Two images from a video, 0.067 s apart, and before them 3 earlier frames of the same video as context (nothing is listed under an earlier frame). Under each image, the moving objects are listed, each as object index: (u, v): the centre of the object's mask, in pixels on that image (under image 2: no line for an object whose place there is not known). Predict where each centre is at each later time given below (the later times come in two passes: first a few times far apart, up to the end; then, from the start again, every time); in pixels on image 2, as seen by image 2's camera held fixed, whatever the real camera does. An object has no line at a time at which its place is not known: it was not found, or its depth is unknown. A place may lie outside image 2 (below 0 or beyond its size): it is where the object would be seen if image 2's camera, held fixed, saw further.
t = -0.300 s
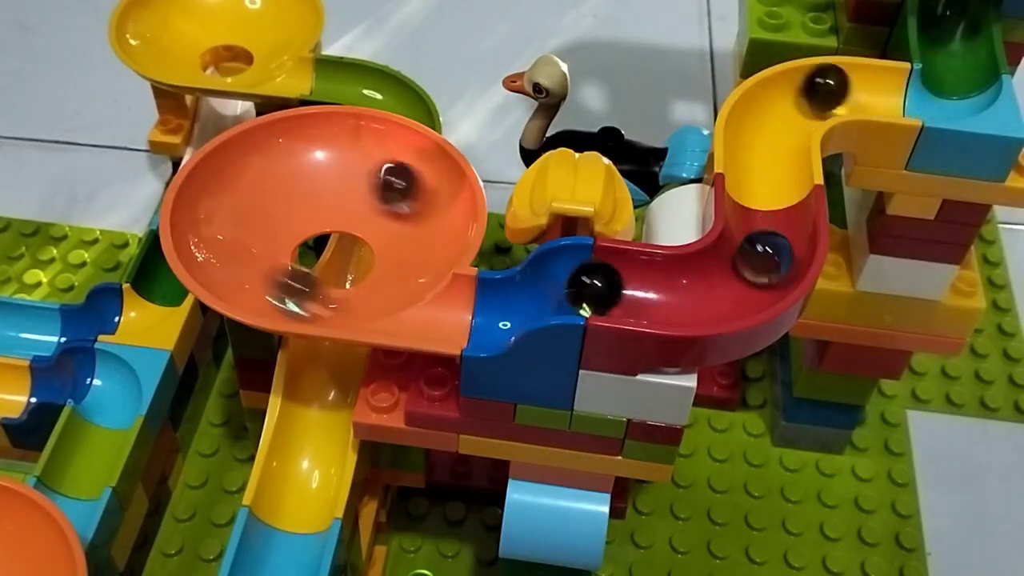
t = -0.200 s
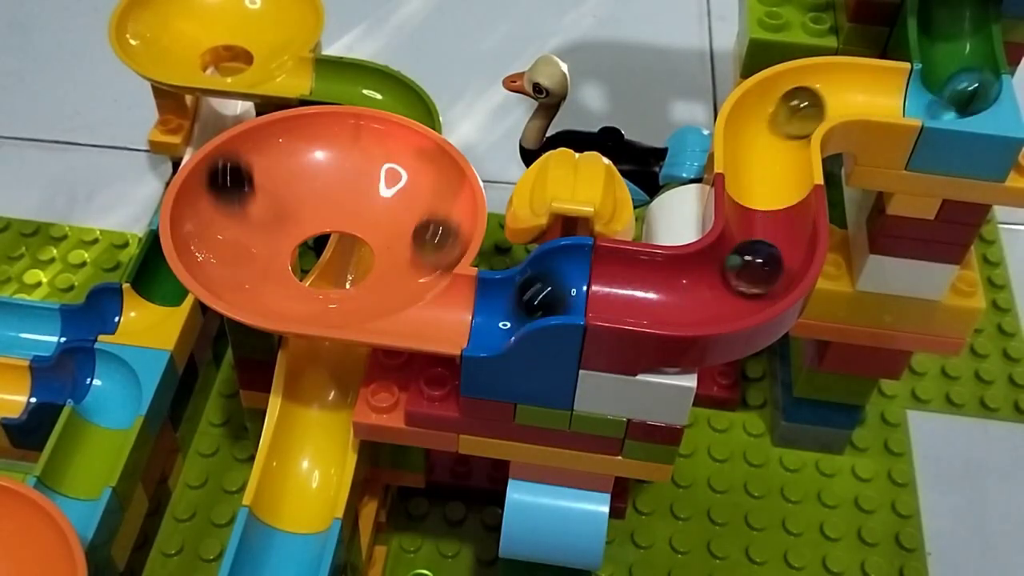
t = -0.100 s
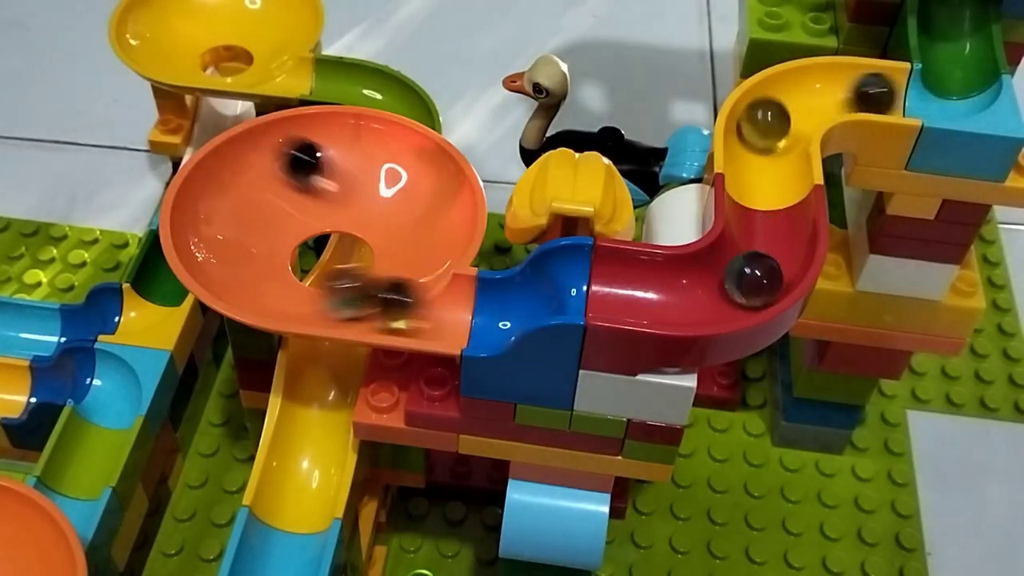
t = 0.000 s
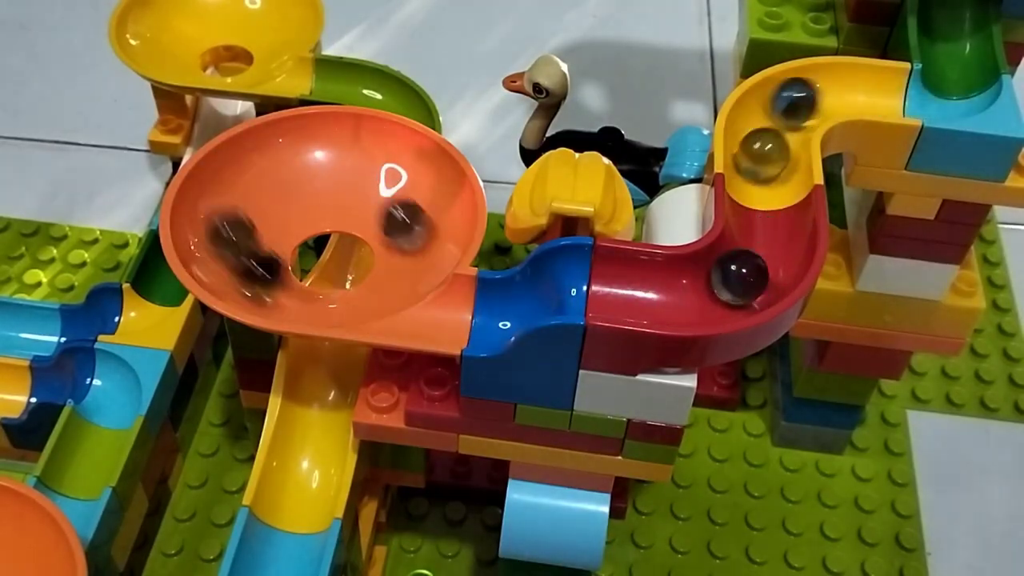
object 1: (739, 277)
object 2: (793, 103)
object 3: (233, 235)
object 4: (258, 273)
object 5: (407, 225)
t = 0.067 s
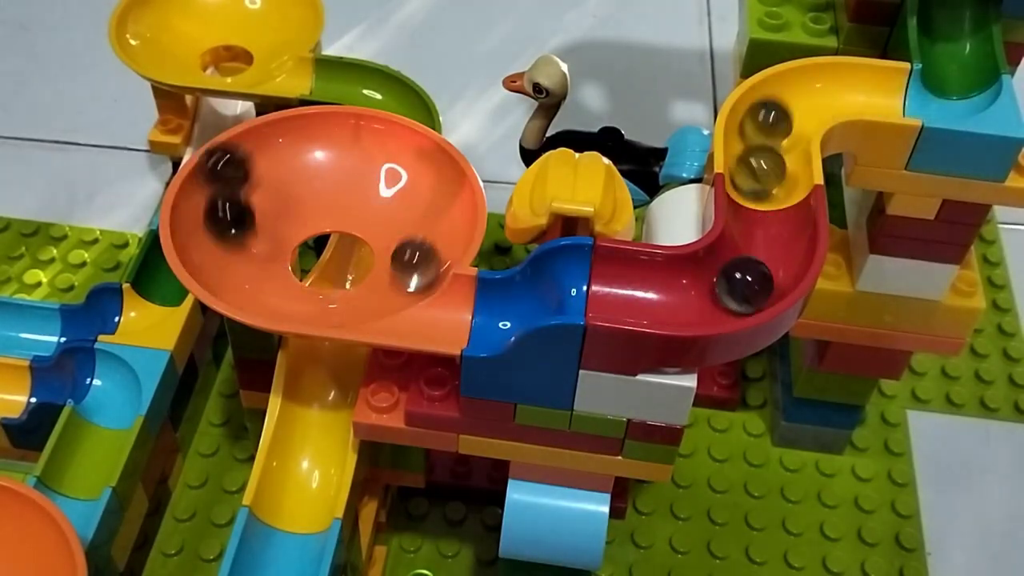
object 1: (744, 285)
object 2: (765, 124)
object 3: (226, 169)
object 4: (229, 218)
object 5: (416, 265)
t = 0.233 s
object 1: (738, 288)
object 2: (766, 184)
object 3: (422, 203)
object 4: (341, 181)
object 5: (287, 281)
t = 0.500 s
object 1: (683, 298)
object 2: (767, 233)
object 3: (234, 254)
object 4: (327, 288)
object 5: (370, 180)
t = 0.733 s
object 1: (634, 296)
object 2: (758, 271)
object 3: (399, 174)
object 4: (298, 173)
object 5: (300, 298)
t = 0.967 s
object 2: (746, 276)
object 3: (273, 291)
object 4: (382, 278)
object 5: (337, 169)
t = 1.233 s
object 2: (758, 268)
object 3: (380, 165)
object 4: (280, 193)
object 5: (322, 290)
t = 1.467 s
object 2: (738, 283)
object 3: (296, 289)
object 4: (391, 253)
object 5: (305, 204)
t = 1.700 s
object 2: (706, 297)
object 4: (272, 251)
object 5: (394, 249)
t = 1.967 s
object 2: (674, 297)
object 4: (385, 221)
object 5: (265, 228)
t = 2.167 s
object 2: (678, 298)
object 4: (307, 283)
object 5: (412, 205)
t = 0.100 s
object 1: (745, 287)
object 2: (763, 140)
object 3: (256, 152)
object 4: (234, 193)
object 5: (403, 280)
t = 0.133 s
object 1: (740, 286)
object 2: (761, 151)
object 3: (302, 154)
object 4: (251, 182)
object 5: (380, 292)
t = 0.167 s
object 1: (734, 282)
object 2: (760, 162)
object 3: (351, 163)
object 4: (276, 175)
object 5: (349, 297)
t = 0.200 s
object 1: (734, 282)
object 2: (762, 172)
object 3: (390, 180)
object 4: (307, 174)
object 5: (315, 293)
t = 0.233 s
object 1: (738, 288)
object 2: (766, 184)
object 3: (422, 203)
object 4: (341, 181)
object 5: (287, 281)
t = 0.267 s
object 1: (739, 290)
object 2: (768, 191)
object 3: (437, 227)
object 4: (375, 196)
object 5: (267, 257)
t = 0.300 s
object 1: (733, 291)
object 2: (766, 198)
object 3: (432, 252)
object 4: (401, 213)
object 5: (258, 229)
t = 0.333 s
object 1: (720, 291)
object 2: (763, 204)
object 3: (414, 274)
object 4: (414, 226)
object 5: (260, 198)
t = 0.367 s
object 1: (714, 293)
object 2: (764, 211)
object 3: (375, 296)
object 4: (416, 251)
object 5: (273, 175)
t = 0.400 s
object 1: (708, 297)
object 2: (767, 217)
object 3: (335, 300)
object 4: (407, 268)
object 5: (294, 161)
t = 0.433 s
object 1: (703, 300)
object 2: (768, 223)
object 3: (288, 296)
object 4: (387, 281)
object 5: (321, 158)
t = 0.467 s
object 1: (693, 300)
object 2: (767, 228)
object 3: (254, 282)
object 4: (360, 290)
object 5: (346, 164)
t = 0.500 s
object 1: (683, 298)
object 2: (767, 233)
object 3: (234, 254)
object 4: (327, 288)
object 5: (370, 180)
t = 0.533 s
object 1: (675, 297)
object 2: (770, 240)
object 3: (228, 224)
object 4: (296, 283)
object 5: (389, 205)
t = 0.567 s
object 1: (667, 298)
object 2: (771, 248)
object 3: (237, 194)
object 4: (273, 265)
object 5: (397, 233)
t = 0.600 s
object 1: (658, 300)
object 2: (769, 253)
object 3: (261, 168)
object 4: (257, 245)
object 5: (393, 260)
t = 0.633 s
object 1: (650, 298)
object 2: (764, 256)
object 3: (295, 154)
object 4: (254, 220)
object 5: (378, 281)
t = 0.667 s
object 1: (644, 294)
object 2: (760, 260)
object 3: (335, 150)
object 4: (260, 199)
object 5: (356, 294)
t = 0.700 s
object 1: (639, 293)
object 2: (758, 266)
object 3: (370, 159)
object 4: (276, 182)
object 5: (328, 299)
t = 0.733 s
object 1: (634, 296)
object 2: (758, 271)
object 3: (399, 174)
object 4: (298, 173)
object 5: (300, 298)
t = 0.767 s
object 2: (757, 273)
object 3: (422, 201)
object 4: (324, 174)
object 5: (278, 289)
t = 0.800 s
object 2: (752, 273)
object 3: (424, 228)
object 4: (351, 185)
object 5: (266, 275)
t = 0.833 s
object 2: (748, 273)
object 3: (415, 257)
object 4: (375, 200)
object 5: (262, 254)
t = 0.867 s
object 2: (749, 275)
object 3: (390, 285)
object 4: (395, 223)
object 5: (271, 228)
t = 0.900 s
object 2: (750, 278)
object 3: (352, 296)
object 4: (401, 243)
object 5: (287, 203)
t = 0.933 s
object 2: (749, 278)
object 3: (312, 297)
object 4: (397, 263)
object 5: (310, 182)
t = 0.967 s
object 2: (746, 276)
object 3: (273, 291)
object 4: (382, 278)
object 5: (337, 169)
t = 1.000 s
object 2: (746, 276)
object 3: (247, 276)
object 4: (361, 288)
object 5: (360, 165)
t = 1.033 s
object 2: (749, 277)
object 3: (234, 250)
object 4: (335, 292)
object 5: (381, 170)
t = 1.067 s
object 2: (751, 276)
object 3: (233, 225)
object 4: (308, 287)
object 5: (395, 183)
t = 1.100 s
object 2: (750, 273)
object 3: (249, 199)
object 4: (286, 277)
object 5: (403, 209)
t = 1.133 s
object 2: (753, 271)
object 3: (277, 178)
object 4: (273, 257)
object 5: (396, 237)
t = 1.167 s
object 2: (756, 271)
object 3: (310, 166)
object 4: (267, 236)
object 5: (377, 264)
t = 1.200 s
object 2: (758, 270)
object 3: (347, 161)
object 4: (268, 213)
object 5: (352, 281)
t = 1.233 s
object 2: (758, 268)
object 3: (380, 165)
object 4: (280, 193)
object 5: (322, 290)
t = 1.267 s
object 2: (757, 264)
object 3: (406, 178)
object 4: (299, 180)
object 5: (290, 293)
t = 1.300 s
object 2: (757, 266)
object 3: (423, 200)
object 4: (322, 177)
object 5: (268, 286)
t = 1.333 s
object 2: (756, 272)
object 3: (425, 224)
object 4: (345, 180)
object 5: (253, 274)
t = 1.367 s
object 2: (752, 277)
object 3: (414, 252)
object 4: (367, 191)
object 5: (250, 259)
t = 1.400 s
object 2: (745, 277)
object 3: (388, 278)
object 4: (383, 211)
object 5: (258, 242)
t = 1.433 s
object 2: (739, 279)
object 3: (347, 289)
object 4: (391, 233)
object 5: (279, 223)
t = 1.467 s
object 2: (738, 283)
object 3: (296, 289)
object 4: (391, 253)
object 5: (305, 204)
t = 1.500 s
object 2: (738, 287)
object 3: (258, 271)
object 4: (380, 272)
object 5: (334, 190)
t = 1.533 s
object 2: (732, 290)
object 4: (362, 283)
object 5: (363, 181)
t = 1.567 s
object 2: (725, 292)
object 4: (340, 291)
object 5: (387, 181)
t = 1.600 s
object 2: (720, 293)
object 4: (316, 289)
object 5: (403, 188)
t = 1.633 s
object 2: (714, 293)
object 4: (294, 282)
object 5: (410, 204)
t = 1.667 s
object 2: (709, 295)
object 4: (279, 267)
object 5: (407, 226)
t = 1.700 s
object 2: (706, 297)
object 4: (272, 251)
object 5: (394, 249)
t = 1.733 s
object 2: (701, 299)
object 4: (270, 228)
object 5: (365, 269)
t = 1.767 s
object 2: (693, 299)
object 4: (278, 208)
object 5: (335, 281)
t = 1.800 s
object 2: (685, 297)
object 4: (294, 192)
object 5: (298, 284)
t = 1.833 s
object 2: (680, 298)
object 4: (314, 182)
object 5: (271, 280)
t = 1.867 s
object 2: (677, 299)
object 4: (336, 181)
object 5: (252, 270)
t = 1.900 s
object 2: (676, 300)
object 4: (358, 187)
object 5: (244, 256)
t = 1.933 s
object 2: (675, 299)
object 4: (375, 203)
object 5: (248, 242)
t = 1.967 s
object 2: (674, 297)
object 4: (385, 221)
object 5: (265, 228)
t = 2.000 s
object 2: (673, 297)
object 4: (389, 244)
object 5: (290, 215)
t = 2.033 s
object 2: (673, 298)
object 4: (383, 263)
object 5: (321, 203)
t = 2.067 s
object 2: (674, 299)
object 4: (370, 276)
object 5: (353, 194)
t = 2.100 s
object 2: (674, 299)
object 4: (351, 286)
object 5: (379, 191)
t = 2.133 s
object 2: (675, 298)
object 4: (329, 288)
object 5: (400, 195)
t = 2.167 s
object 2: (678, 298)
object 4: (307, 283)
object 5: (412, 205)
